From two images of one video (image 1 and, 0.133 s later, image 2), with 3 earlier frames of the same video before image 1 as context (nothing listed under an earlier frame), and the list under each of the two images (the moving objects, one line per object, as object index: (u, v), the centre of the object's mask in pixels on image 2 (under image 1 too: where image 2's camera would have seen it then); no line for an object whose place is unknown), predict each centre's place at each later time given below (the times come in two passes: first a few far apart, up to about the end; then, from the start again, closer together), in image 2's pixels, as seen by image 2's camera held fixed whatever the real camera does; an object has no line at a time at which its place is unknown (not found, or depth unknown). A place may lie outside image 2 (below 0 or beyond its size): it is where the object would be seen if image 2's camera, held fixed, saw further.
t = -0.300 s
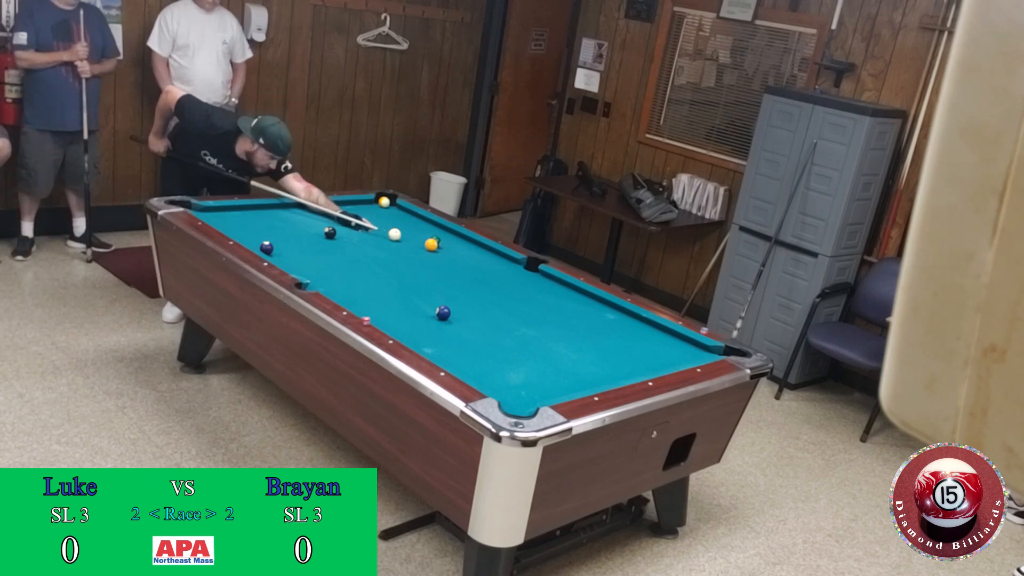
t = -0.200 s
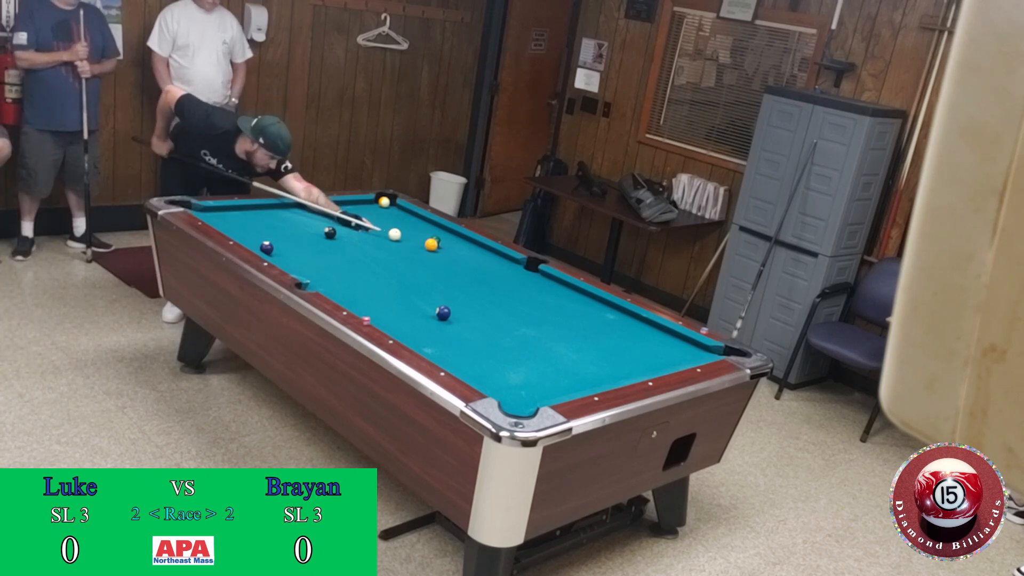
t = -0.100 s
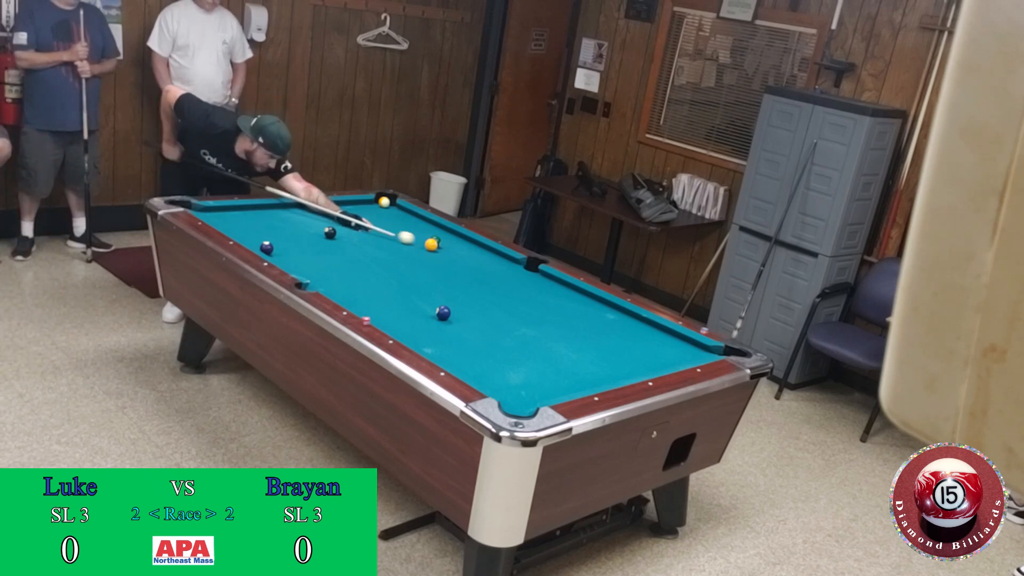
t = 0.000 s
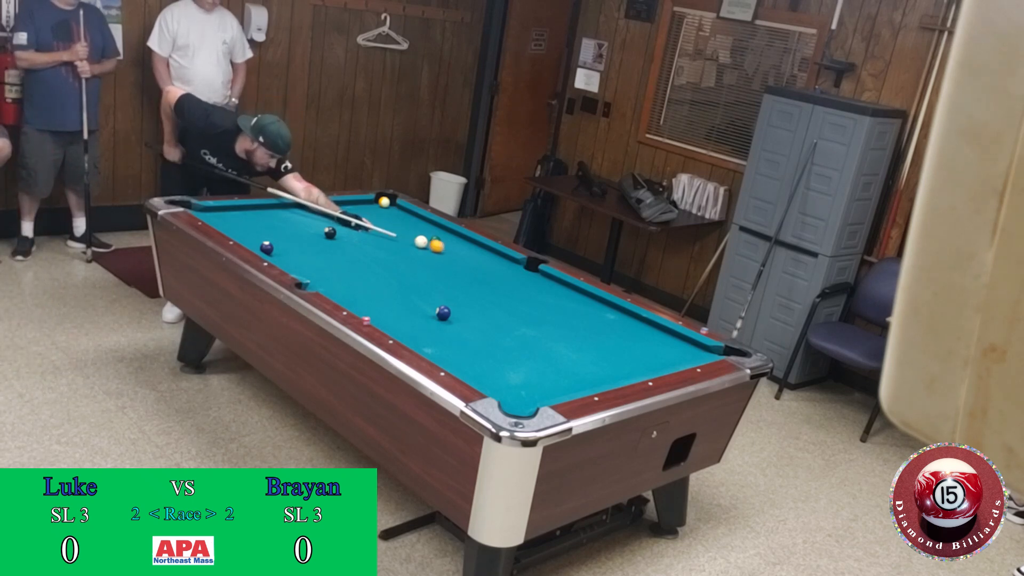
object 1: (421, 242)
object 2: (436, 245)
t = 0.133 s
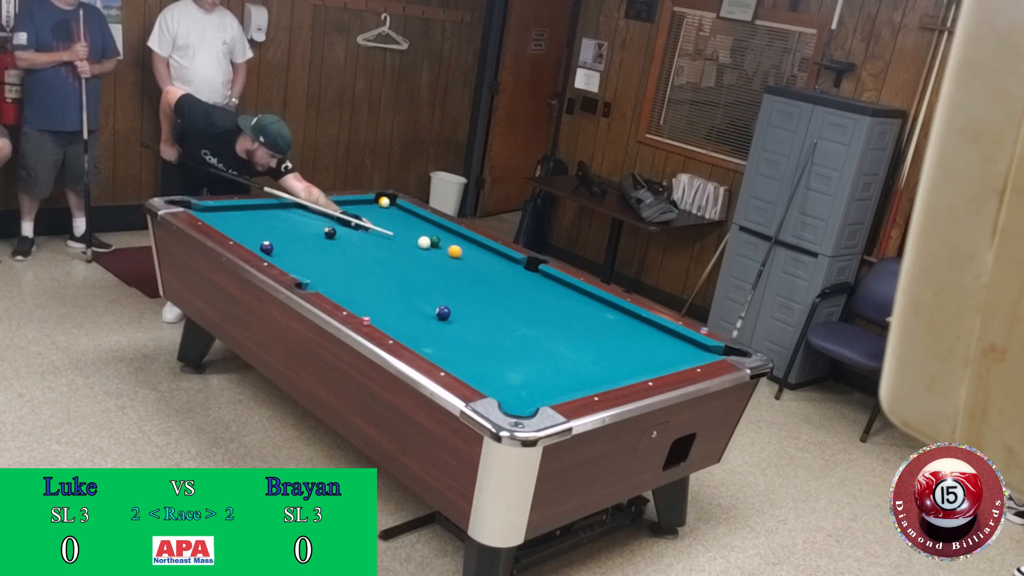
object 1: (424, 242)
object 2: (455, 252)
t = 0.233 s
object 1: (426, 243)
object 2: (467, 255)
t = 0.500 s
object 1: (431, 244)
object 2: (500, 264)
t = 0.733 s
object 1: (434, 245)
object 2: (528, 272)
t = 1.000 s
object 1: (437, 245)
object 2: (560, 281)
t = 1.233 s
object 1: (438, 245)
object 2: (574, 289)
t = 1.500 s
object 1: (438, 245)
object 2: (587, 298)
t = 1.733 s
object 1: (438, 245)
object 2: (599, 306)
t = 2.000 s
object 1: (438, 245)
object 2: (611, 314)
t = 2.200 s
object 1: (438, 245)
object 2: (621, 320)
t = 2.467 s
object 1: (438, 245)
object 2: (632, 327)
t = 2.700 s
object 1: (438, 245)
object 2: (642, 333)
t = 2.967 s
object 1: (438, 245)
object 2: (653, 340)
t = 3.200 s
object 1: (438, 245)
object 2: (661, 345)
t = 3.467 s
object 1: (438, 245)
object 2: (670, 350)
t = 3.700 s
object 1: (438, 245)
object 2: (677, 354)
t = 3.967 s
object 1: (438, 245)
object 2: (684, 356)
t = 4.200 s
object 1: (438, 245)
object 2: (689, 358)
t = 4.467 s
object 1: (438, 245)
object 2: (686, 357)
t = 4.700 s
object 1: (438, 245)
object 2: (685, 357)
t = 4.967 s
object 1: (438, 245)
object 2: (685, 358)
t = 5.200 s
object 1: (438, 245)
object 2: (685, 358)
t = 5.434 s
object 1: (438, 245)
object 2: (685, 358)
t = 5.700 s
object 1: (438, 245)
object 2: (685, 358)
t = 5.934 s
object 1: (438, 245)
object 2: (685, 358)
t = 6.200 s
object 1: (438, 245)
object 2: (685, 358)
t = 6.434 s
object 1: (438, 245)
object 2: (685, 358)
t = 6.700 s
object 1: (438, 245)
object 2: (685, 358)
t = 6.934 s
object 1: (438, 245)
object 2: (685, 358)
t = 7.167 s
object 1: (438, 245)
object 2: (685, 358)
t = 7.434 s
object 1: (438, 245)
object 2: (685, 358)
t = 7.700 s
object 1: (438, 245)
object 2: (685, 358)
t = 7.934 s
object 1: (438, 245)
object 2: (685, 358)
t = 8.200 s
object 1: (438, 245)
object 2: (685, 358)
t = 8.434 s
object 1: (438, 245)
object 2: (685, 358)
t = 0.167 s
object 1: (425, 242)
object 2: (459, 253)
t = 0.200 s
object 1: (425, 242)
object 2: (463, 254)
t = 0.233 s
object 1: (426, 243)
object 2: (467, 255)
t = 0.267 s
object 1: (427, 243)
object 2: (471, 256)
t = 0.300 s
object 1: (427, 243)
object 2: (475, 257)
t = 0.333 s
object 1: (428, 243)
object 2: (480, 259)
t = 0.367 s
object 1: (429, 243)
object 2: (484, 260)
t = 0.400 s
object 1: (429, 243)
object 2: (488, 261)
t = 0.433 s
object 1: (430, 244)
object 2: (492, 262)
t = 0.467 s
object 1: (430, 244)
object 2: (496, 263)
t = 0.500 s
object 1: (431, 244)
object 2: (500, 264)
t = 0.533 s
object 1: (431, 244)
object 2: (504, 265)
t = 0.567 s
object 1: (432, 244)
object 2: (508, 267)
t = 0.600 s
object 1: (432, 244)
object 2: (512, 268)
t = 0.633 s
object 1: (433, 244)
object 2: (516, 269)
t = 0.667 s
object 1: (433, 244)
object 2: (520, 270)
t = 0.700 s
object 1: (434, 244)
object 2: (524, 271)
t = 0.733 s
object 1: (434, 245)
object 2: (528, 272)
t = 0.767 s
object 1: (435, 245)
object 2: (532, 273)
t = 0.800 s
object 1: (435, 245)
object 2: (536, 275)
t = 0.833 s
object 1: (436, 245)
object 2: (540, 276)
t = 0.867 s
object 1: (436, 245)
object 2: (544, 277)
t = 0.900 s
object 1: (436, 245)
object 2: (548, 278)
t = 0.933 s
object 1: (437, 245)
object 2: (552, 279)
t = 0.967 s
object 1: (437, 245)
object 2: (556, 280)
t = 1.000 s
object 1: (437, 245)
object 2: (560, 281)
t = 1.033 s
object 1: (437, 245)
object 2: (563, 283)
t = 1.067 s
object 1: (437, 245)
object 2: (565, 284)
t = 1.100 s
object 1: (437, 245)
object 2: (566, 285)
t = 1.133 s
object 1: (437, 245)
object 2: (568, 286)
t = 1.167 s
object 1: (438, 245)
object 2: (570, 287)
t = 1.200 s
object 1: (438, 245)
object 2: (572, 288)
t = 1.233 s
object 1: (438, 245)
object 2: (574, 289)
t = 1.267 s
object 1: (438, 245)
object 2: (575, 290)
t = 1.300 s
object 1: (438, 245)
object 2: (577, 291)
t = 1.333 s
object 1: (438, 245)
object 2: (578, 293)
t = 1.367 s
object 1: (438, 245)
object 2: (580, 294)
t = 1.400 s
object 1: (438, 245)
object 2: (582, 295)
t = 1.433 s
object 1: (438, 245)
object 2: (584, 296)
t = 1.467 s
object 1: (438, 245)
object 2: (585, 297)
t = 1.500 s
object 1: (438, 245)
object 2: (587, 298)
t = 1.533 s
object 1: (438, 245)
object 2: (589, 299)
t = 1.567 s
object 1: (438, 245)
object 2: (590, 300)
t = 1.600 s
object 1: (438, 245)
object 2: (592, 301)
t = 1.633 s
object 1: (438, 245)
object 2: (594, 302)
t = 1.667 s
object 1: (438, 245)
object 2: (595, 303)
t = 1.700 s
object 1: (438, 245)
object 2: (597, 304)
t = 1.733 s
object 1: (438, 245)
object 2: (599, 306)
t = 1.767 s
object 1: (438, 245)
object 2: (600, 307)
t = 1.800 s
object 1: (438, 245)
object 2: (602, 308)
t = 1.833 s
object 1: (438, 245)
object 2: (604, 309)
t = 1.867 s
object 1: (438, 245)
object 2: (605, 310)
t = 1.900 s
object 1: (438, 245)
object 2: (607, 311)
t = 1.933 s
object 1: (438, 245)
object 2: (608, 312)
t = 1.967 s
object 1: (438, 245)
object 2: (610, 313)
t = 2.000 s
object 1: (438, 245)
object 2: (611, 314)
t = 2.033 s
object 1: (438, 245)
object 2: (613, 315)
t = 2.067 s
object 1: (438, 245)
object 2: (615, 316)
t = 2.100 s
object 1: (438, 245)
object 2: (616, 317)
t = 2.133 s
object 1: (438, 245)
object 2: (618, 318)
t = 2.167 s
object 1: (438, 245)
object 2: (619, 319)
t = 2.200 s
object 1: (438, 245)
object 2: (621, 320)
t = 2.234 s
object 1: (438, 245)
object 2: (622, 321)
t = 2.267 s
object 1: (438, 245)
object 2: (624, 322)
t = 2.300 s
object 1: (438, 245)
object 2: (625, 323)
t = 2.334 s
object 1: (438, 245)
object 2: (627, 323)
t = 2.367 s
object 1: (438, 245)
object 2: (628, 324)
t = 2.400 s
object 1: (438, 245)
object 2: (630, 325)
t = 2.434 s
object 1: (438, 245)
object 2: (631, 326)
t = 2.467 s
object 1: (438, 245)
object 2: (632, 327)
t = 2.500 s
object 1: (438, 245)
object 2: (634, 328)
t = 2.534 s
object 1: (438, 245)
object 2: (635, 329)
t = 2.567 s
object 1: (438, 245)
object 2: (637, 330)
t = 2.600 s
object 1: (438, 245)
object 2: (638, 331)
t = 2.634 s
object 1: (438, 245)
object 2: (640, 332)
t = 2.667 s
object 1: (438, 245)
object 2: (641, 332)
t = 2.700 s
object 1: (438, 245)
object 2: (642, 333)
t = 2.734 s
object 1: (438, 245)
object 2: (644, 334)
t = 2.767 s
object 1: (438, 245)
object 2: (645, 335)
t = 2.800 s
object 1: (438, 245)
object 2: (646, 336)
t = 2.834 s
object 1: (438, 245)
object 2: (648, 337)
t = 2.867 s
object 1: (438, 245)
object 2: (649, 337)
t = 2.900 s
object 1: (438, 245)
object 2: (650, 338)
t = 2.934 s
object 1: (438, 245)
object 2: (652, 339)
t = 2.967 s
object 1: (438, 245)
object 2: (653, 340)
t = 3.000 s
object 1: (438, 245)
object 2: (654, 341)
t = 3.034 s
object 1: (438, 245)
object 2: (655, 341)
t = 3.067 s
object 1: (438, 245)
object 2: (657, 342)
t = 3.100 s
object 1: (438, 245)
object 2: (658, 343)
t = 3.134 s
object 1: (438, 245)
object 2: (659, 343)
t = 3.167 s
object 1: (438, 245)
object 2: (660, 344)
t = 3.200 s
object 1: (438, 245)
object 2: (661, 345)
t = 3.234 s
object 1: (438, 245)
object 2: (663, 345)
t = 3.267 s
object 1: (438, 245)
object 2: (664, 346)
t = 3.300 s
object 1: (438, 245)
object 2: (665, 347)
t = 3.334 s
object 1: (438, 245)
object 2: (666, 347)
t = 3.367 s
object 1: (438, 245)
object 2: (667, 348)
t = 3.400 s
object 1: (438, 245)
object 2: (668, 349)
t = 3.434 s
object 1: (438, 245)
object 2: (669, 349)
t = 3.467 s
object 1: (438, 245)
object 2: (670, 350)
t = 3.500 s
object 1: (438, 245)
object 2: (672, 350)
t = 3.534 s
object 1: (438, 245)
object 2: (673, 351)
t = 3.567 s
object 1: (438, 245)
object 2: (674, 352)
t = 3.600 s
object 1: (438, 245)
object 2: (675, 352)
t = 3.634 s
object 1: (438, 245)
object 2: (675, 353)
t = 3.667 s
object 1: (438, 245)
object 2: (676, 353)
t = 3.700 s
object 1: (438, 245)
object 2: (677, 354)
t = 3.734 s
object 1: (438, 245)
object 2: (678, 354)
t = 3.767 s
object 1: (438, 245)
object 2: (679, 355)
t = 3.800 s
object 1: (438, 245)
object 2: (680, 355)
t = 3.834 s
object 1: (438, 245)
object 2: (681, 355)
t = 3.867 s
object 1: (438, 245)
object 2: (682, 356)
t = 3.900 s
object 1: (438, 245)
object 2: (683, 356)
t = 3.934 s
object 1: (438, 245)
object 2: (683, 356)
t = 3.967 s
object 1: (438, 245)
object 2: (684, 356)
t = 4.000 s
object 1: (438, 245)
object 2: (685, 357)
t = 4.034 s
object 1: (438, 245)
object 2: (686, 357)
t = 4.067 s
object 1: (438, 245)
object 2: (686, 357)
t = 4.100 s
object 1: (438, 245)
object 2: (687, 357)
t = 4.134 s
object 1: (438, 245)
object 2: (688, 357)
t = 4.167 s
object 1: (438, 245)
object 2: (688, 358)
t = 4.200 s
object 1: (438, 245)
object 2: (689, 358)
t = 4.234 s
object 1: (438, 245)
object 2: (688, 358)
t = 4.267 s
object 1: (438, 245)
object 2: (688, 358)
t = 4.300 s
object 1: (438, 245)
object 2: (688, 358)
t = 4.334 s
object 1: (438, 245)
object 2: (687, 358)
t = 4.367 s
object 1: (438, 245)
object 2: (687, 357)
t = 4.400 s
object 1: (438, 245)
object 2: (687, 357)
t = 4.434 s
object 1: (438, 245)
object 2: (686, 357)
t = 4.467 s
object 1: (438, 245)
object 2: (686, 357)
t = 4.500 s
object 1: (438, 245)
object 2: (686, 357)
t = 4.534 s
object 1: (438, 245)
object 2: (685, 357)
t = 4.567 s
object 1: (438, 245)
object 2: (685, 357)
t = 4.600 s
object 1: (438, 245)
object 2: (685, 357)
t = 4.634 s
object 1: (438, 245)
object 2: (685, 357)
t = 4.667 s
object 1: (438, 245)
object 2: (685, 357)
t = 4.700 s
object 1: (438, 245)
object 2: (685, 357)
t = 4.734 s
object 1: (438, 245)
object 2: (685, 357)
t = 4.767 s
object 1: (438, 245)
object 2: (685, 357)
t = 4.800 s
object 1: (438, 245)
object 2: (685, 357)
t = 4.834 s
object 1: (438, 245)
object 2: (685, 357)
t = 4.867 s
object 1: (438, 245)
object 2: (685, 358)
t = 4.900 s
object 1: (438, 245)
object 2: (685, 358)
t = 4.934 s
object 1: (438, 245)
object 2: (685, 358)
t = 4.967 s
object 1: (438, 245)
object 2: (685, 358)
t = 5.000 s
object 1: (438, 245)
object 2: (685, 358)
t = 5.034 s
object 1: (438, 245)
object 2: (685, 358)
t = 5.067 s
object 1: (438, 245)
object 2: (685, 358)
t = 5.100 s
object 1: (438, 245)
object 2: (685, 358)
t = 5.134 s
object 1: (438, 245)
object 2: (685, 358)
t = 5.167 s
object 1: (438, 245)
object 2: (685, 358)
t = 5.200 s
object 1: (438, 245)
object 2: (685, 358)
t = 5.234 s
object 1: (438, 245)
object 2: (685, 358)
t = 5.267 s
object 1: (438, 245)
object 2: (685, 358)
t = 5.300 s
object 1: (438, 245)
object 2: (685, 358)
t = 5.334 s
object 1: (438, 245)
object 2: (685, 358)
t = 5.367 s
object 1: (438, 245)
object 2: (685, 358)
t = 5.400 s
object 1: (438, 245)
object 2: (685, 358)
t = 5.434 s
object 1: (438, 245)
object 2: (685, 358)
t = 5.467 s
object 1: (438, 245)
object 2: (685, 358)
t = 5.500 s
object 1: (438, 245)
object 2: (685, 358)
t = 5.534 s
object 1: (438, 245)
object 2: (685, 358)
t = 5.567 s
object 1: (438, 245)
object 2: (685, 358)
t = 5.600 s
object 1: (438, 245)
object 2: (685, 358)
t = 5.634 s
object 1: (438, 245)
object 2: (685, 358)
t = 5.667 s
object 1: (438, 245)
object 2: (685, 358)
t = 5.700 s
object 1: (438, 245)
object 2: (685, 358)
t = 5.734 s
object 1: (438, 245)
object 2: (685, 358)
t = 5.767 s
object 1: (438, 245)
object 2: (685, 358)
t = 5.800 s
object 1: (438, 245)
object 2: (685, 358)
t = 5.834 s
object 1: (438, 245)
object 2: (685, 358)
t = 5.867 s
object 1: (438, 245)
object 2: (685, 358)
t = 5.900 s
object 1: (438, 245)
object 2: (685, 358)
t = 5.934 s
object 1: (438, 245)
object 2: (685, 358)
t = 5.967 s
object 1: (438, 245)
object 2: (685, 358)
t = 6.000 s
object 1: (438, 245)
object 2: (685, 358)
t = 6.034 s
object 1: (438, 245)
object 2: (685, 358)
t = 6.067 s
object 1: (438, 245)
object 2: (685, 358)
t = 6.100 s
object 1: (438, 245)
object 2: (685, 358)
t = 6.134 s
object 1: (438, 245)
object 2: (685, 358)
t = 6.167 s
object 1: (438, 245)
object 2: (685, 358)
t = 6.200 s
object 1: (438, 245)
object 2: (685, 358)
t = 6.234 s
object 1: (438, 245)
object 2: (685, 358)
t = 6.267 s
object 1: (438, 245)
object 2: (685, 358)
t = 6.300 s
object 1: (438, 245)
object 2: (685, 358)
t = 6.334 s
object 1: (438, 245)
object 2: (685, 358)
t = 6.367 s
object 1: (438, 245)
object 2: (685, 358)
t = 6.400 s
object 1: (438, 245)
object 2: (685, 358)
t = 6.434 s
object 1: (438, 245)
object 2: (685, 358)
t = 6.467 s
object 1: (438, 245)
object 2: (685, 358)
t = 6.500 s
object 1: (438, 245)
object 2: (685, 358)
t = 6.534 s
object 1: (438, 245)
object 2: (685, 358)
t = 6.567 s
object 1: (438, 245)
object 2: (685, 358)
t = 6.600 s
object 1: (438, 245)
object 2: (685, 358)
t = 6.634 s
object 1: (438, 245)
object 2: (685, 358)
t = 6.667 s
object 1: (438, 245)
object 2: (685, 358)
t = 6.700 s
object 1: (438, 245)
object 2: (685, 358)
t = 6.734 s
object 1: (438, 245)
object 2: (685, 358)
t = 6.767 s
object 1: (438, 245)
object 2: (685, 358)
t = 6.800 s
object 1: (438, 245)
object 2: (685, 358)
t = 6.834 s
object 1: (438, 245)
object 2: (685, 358)
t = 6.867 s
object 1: (438, 245)
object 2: (685, 358)
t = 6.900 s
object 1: (438, 245)
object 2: (685, 358)
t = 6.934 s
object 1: (438, 245)
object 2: (685, 358)
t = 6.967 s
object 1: (438, 245)
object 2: (685, 358)
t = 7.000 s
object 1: (438, 245)
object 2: (685, 358)
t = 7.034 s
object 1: (438, 245)
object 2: (685, 358)
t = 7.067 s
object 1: (438, 245)
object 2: (685, 358)
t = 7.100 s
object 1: (438, 245)
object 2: (685, 358)
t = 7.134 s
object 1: (438, 245)
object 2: (685, 358)
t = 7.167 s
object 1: (438, 245)
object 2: (685, 358)
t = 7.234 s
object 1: (438, 245)
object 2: (685, 358)
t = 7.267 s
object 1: (438, 245)
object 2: (685, 358)
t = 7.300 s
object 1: (438, 245)
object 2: (685, 358)
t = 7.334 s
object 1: (438, 245)
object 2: (685, 358)
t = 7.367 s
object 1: (438, 245)
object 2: (685, 358)
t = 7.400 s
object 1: (438, 245)
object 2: (685, 358)
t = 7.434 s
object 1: (438, 245)
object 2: (685, 358)
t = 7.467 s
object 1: (438, 245)
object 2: (685, 358)
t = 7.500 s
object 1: (438, 245)
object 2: (685, 358)
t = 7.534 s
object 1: (438, 245)
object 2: (685, 358)
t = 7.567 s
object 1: (438, 245)
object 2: (685, 358)
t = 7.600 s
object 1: (438, 245)
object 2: (685, 358)
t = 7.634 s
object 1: (438, 245)
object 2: (685, 358)
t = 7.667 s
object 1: (438, 245)
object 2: (685, 358)
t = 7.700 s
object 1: (438, 245)
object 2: (685, 358)
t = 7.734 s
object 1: (438, 245)
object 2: (685, 358)
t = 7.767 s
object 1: (438, 245)
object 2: (685, 358)
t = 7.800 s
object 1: (438, 245)
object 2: (685, 358)
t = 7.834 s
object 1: (438, 245)
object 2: (685, 358)
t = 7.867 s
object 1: (438, 245)
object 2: (685, 358)
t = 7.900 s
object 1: (438, 245)
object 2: (685, 358)
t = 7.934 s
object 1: (438, 245)
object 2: (685, 358)
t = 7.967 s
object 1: (438, 245)
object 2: (685, 358)
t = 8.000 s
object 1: (438, 245)
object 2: (685, 358)
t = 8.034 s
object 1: (438, 245)
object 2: (685, 358)
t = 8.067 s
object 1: (438, 245)
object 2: (685, 358)
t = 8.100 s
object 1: (438, 245)
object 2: (685, 358)
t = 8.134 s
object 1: (438, 245)
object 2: (685, 358)
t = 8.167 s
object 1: (438, 245)
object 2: (685, 358)
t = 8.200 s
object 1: (438, 245)
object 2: (685, 358)
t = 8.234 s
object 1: (438, 245)
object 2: (685, 358)
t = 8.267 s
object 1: (438, 245)
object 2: (685, 358)
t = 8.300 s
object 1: (438, 245)
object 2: (685, 358)
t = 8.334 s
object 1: (438, 245)
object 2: (685, 358)
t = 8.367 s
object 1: (438, 245)
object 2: (685, 358)
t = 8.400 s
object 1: (438, 245)
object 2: (685, 358)
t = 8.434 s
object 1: (438, 245)
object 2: (685, 358)
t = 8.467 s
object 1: (438, 245)
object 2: (685, 358)
